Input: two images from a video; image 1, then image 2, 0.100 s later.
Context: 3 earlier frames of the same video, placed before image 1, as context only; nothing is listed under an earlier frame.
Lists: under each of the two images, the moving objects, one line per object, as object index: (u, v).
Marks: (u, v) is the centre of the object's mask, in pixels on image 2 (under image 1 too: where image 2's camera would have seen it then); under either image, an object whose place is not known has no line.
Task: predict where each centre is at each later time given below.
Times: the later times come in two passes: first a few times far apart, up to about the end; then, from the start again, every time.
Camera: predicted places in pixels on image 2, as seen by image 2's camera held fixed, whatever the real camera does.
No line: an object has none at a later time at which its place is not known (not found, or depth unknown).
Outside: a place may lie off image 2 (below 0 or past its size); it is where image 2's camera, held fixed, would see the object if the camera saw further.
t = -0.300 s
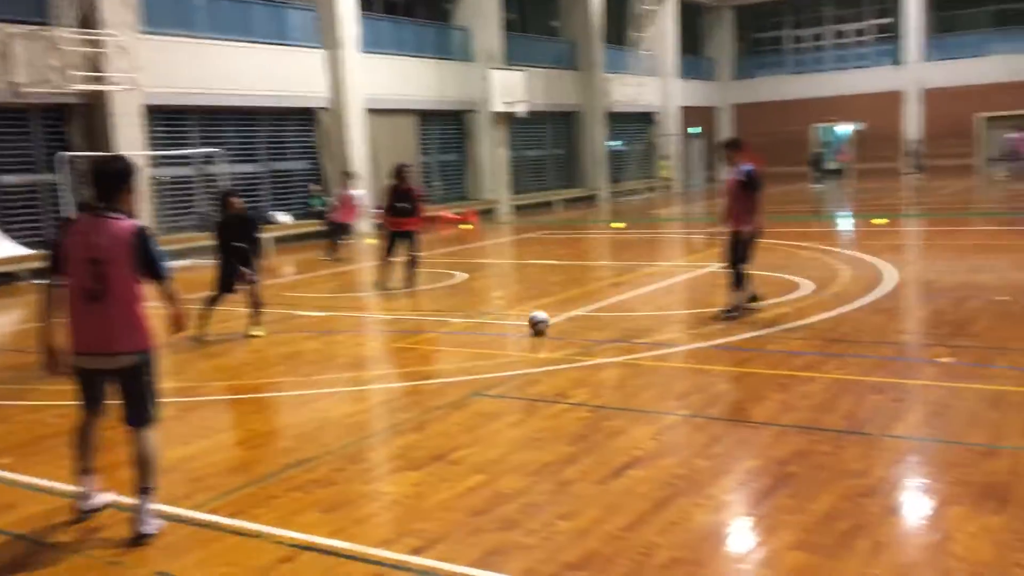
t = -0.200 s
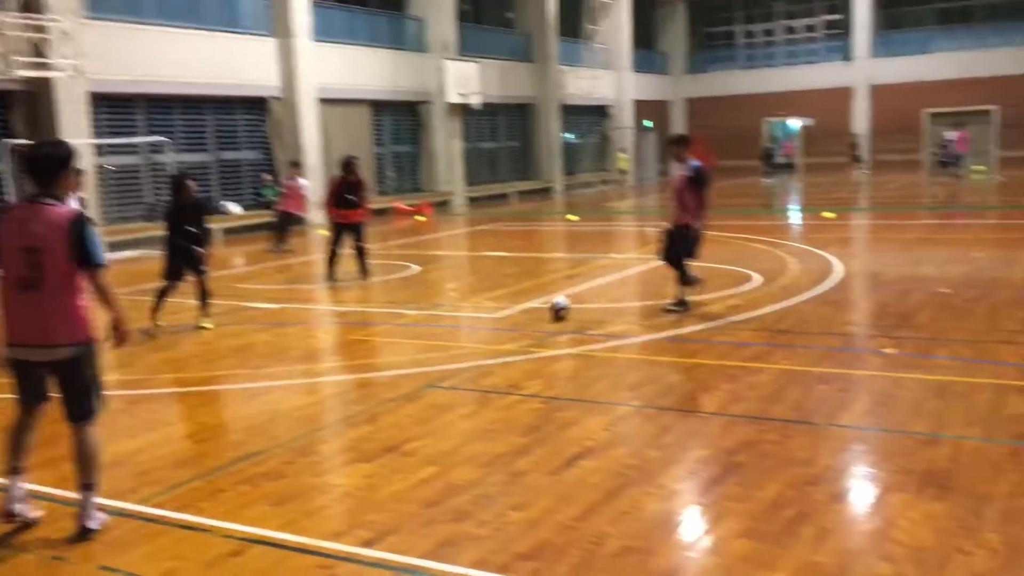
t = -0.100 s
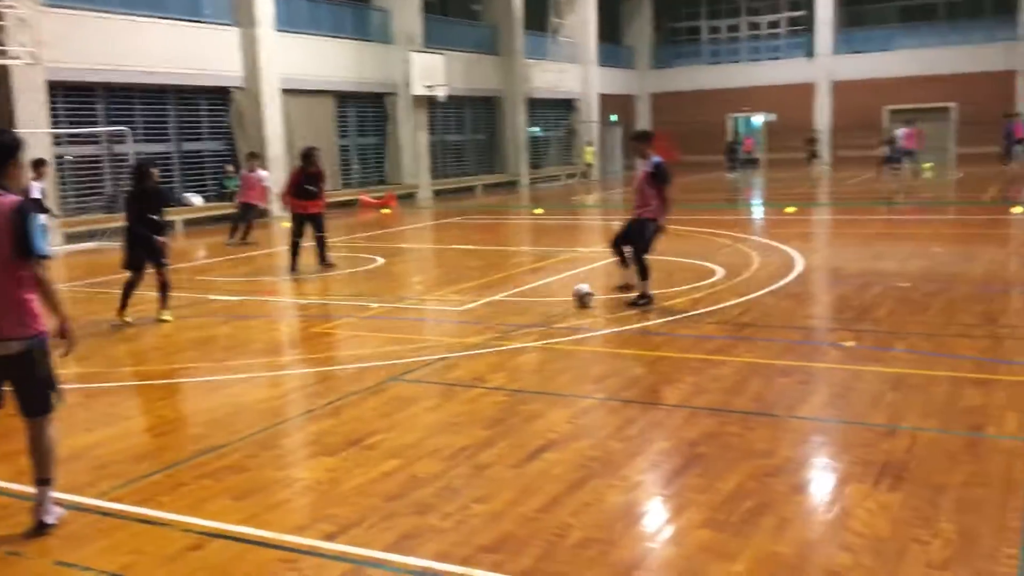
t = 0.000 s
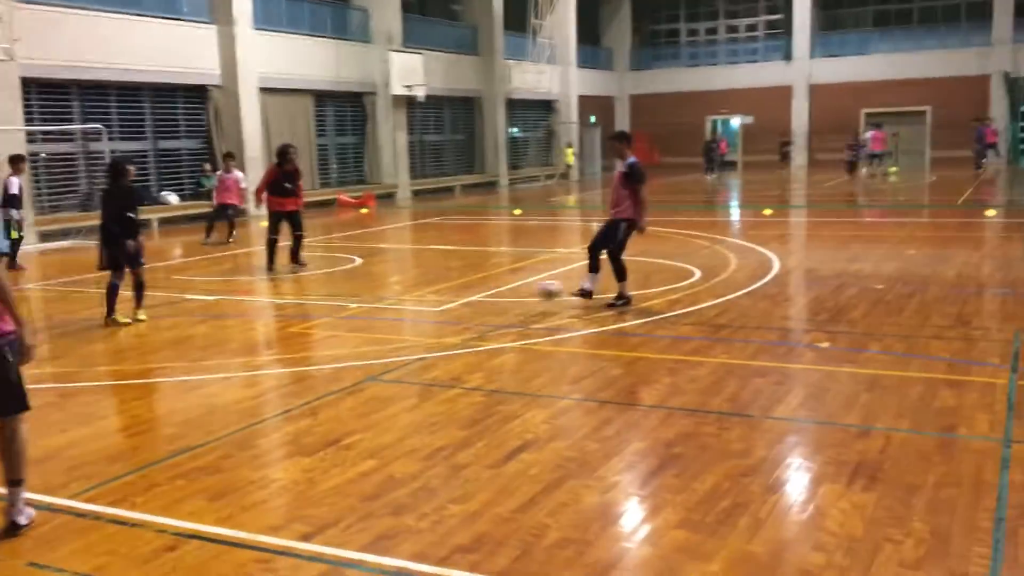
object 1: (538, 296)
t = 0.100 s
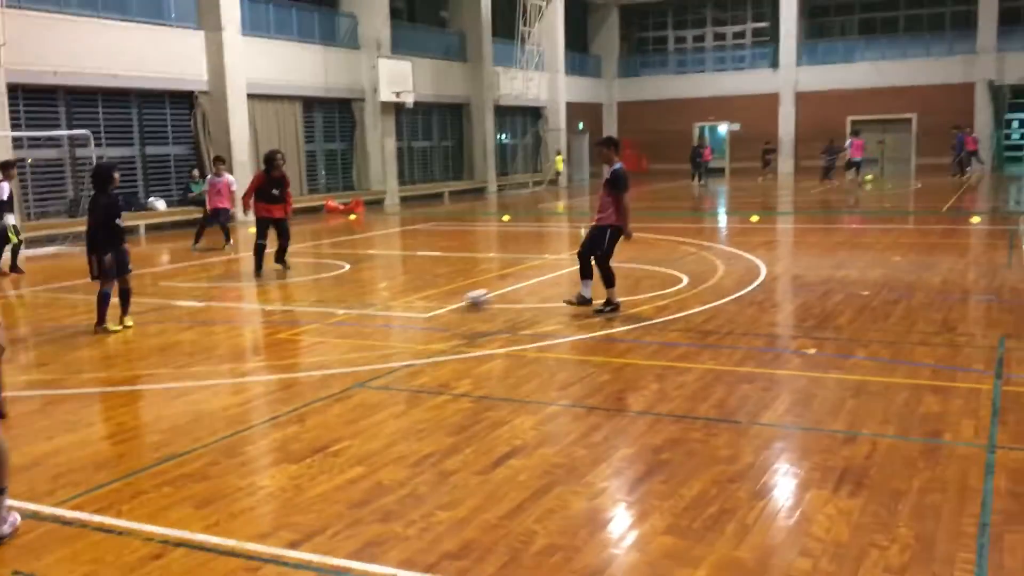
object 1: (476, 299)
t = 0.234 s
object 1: (382, 327)
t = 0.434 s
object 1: (245, 364)
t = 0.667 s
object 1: (80, 412)
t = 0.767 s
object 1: (2, 432)
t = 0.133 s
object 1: (454, 302)
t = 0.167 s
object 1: (432, 308)
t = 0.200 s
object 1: (407, 319)
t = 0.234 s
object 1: (382, 327)
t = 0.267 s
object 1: (359, 336)
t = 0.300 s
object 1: (331, 352)
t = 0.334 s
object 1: (306, 359)
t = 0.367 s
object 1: (287, 359)
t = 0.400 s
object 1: (266, 360)
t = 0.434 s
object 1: (245, 364)
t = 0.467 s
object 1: (222, 369)
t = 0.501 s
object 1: (198, 376)
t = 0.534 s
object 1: (174, 388)
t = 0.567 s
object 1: (152, 398)
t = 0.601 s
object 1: (129, 399)
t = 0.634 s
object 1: (104, 406)
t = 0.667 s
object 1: (80, 412)
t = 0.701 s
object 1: (56, 420)
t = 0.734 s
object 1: (29, 427)
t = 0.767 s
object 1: (2, 432)
